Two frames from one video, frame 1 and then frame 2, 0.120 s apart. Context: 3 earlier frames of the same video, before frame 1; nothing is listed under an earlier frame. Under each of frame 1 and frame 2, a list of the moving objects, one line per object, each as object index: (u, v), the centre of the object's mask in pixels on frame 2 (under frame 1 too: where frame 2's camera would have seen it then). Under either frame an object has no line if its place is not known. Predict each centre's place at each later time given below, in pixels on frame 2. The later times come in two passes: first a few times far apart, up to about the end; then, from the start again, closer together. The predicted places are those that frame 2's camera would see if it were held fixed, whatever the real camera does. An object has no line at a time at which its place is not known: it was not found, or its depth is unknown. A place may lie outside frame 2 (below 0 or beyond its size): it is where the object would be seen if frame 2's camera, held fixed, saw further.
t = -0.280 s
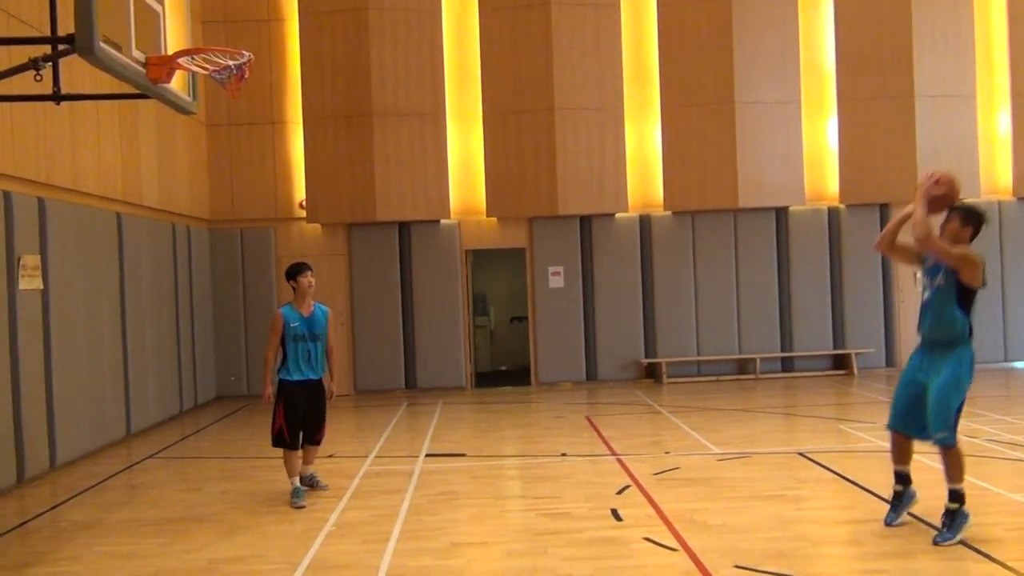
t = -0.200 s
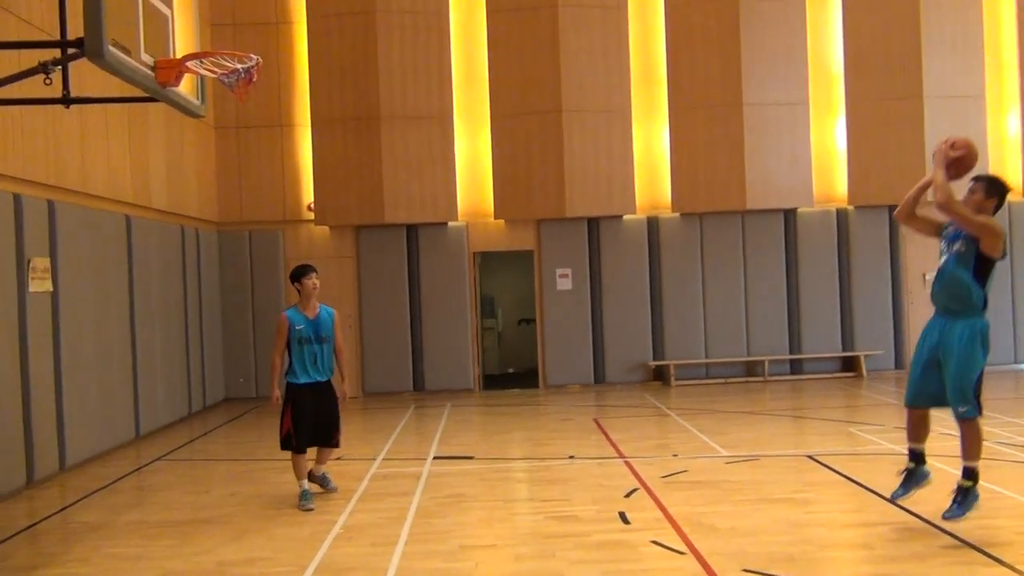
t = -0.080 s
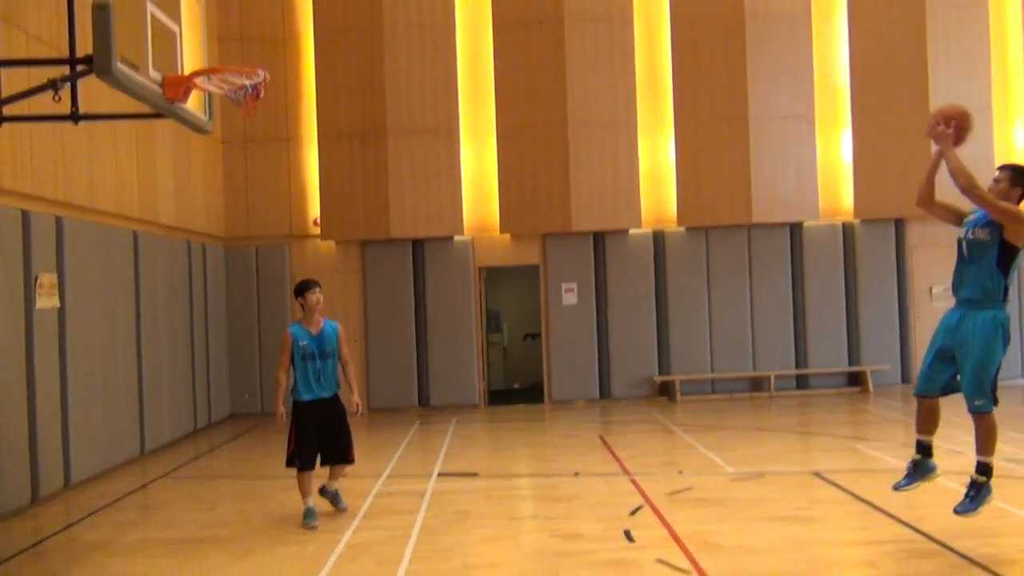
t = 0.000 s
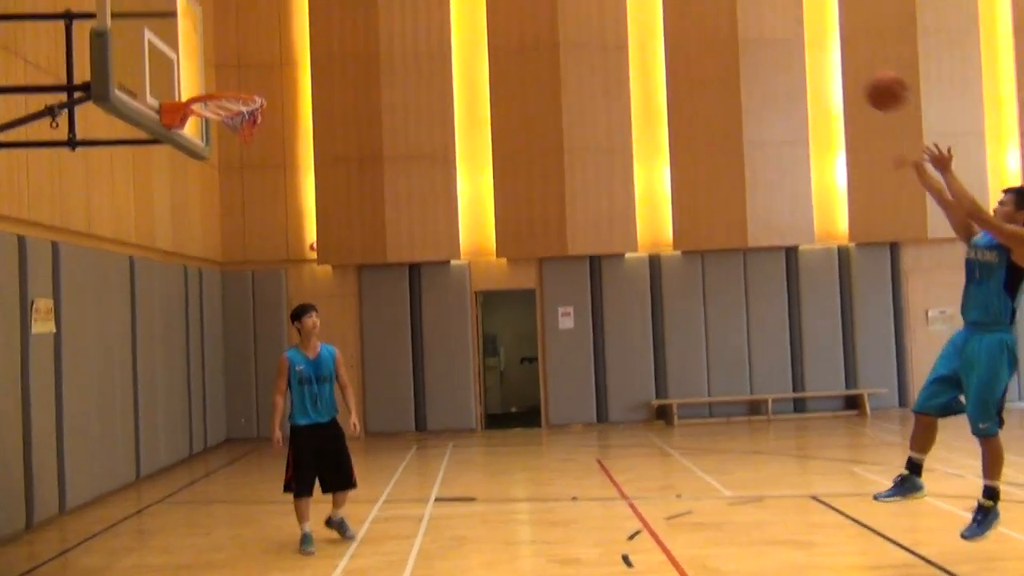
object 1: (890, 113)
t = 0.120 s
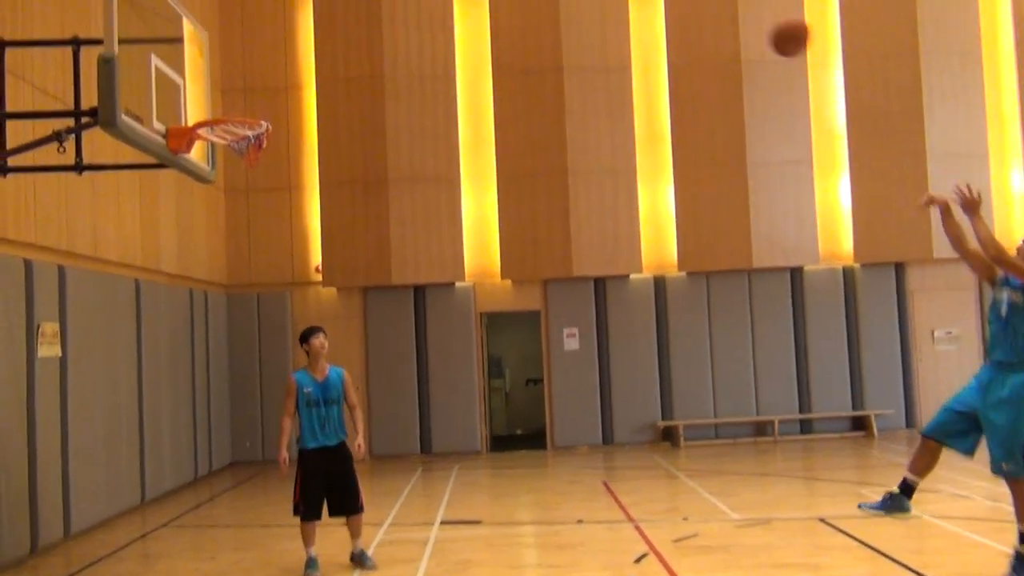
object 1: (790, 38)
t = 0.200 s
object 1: (728, 1)
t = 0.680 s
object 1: (397, 0)
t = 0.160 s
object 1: (759, 19)
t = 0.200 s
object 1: (728, 1)
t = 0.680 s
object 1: (397, 0)
